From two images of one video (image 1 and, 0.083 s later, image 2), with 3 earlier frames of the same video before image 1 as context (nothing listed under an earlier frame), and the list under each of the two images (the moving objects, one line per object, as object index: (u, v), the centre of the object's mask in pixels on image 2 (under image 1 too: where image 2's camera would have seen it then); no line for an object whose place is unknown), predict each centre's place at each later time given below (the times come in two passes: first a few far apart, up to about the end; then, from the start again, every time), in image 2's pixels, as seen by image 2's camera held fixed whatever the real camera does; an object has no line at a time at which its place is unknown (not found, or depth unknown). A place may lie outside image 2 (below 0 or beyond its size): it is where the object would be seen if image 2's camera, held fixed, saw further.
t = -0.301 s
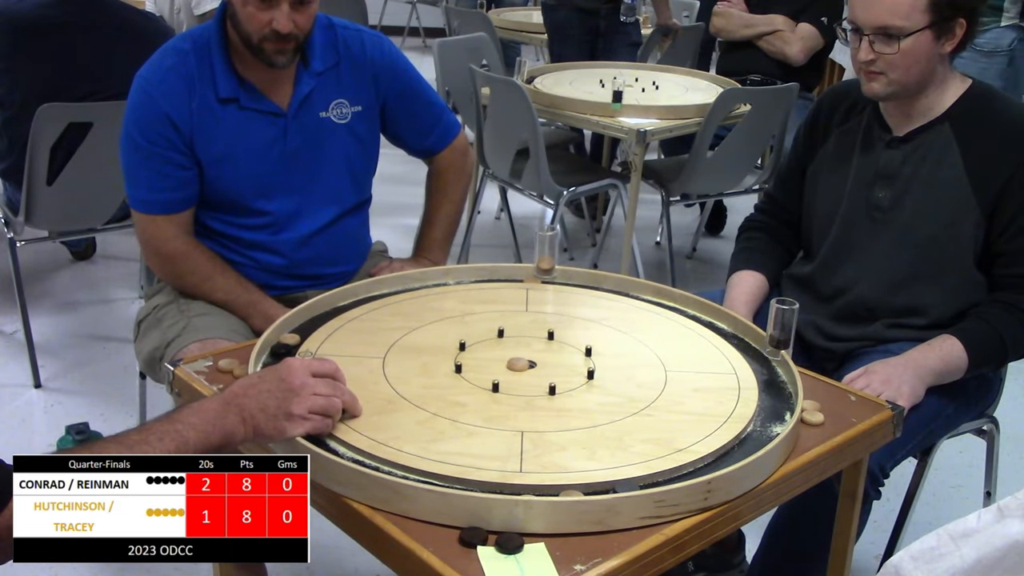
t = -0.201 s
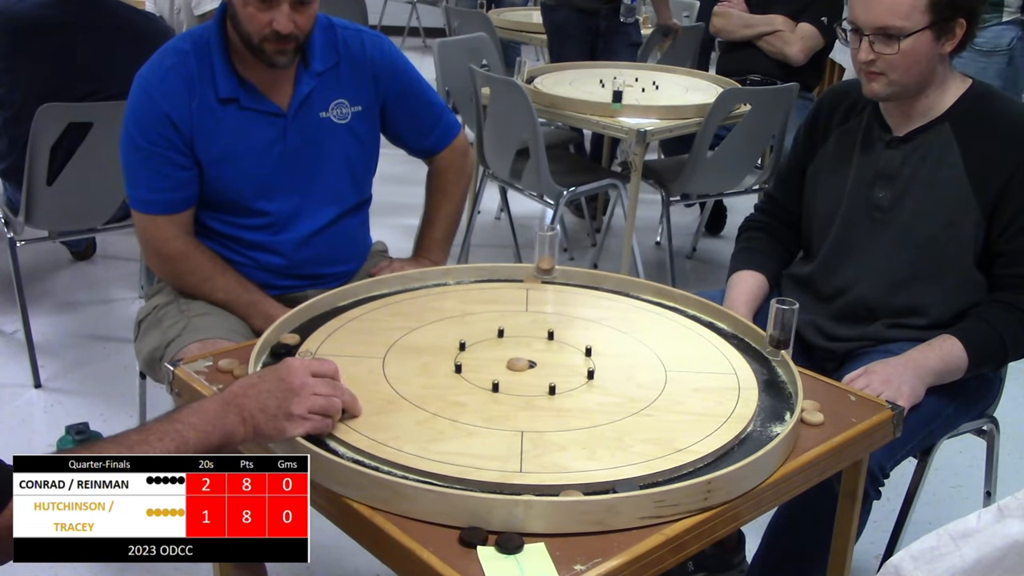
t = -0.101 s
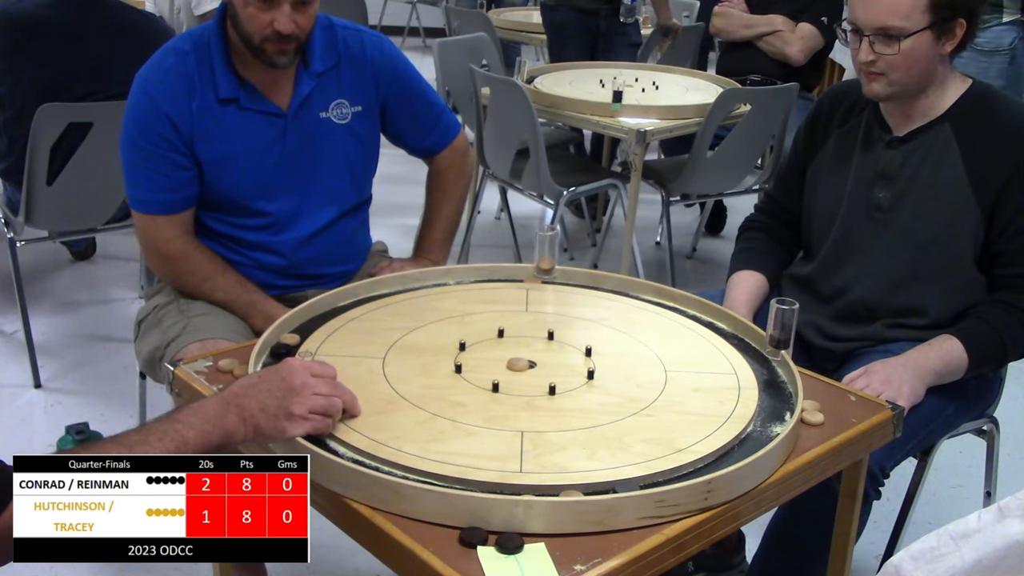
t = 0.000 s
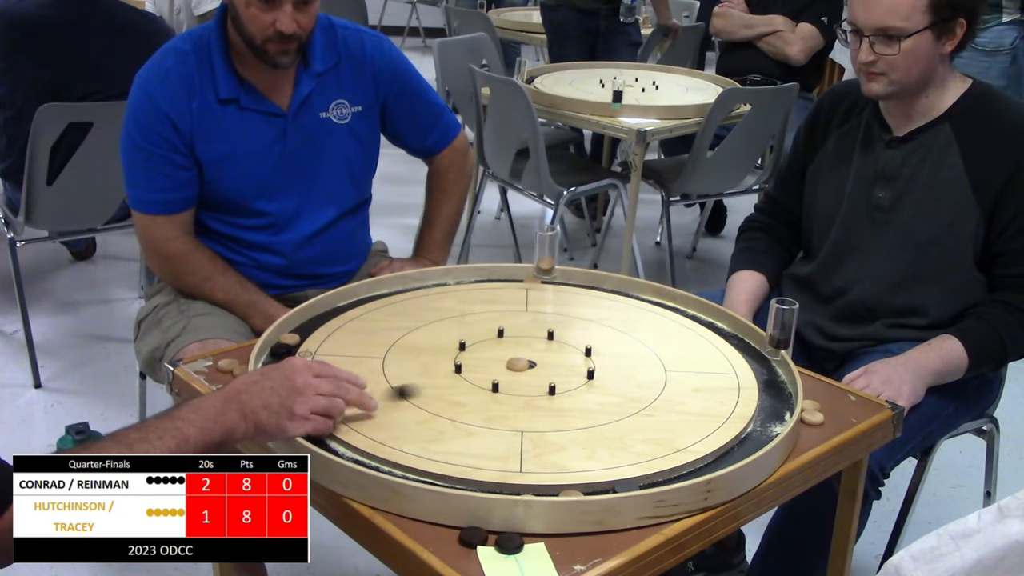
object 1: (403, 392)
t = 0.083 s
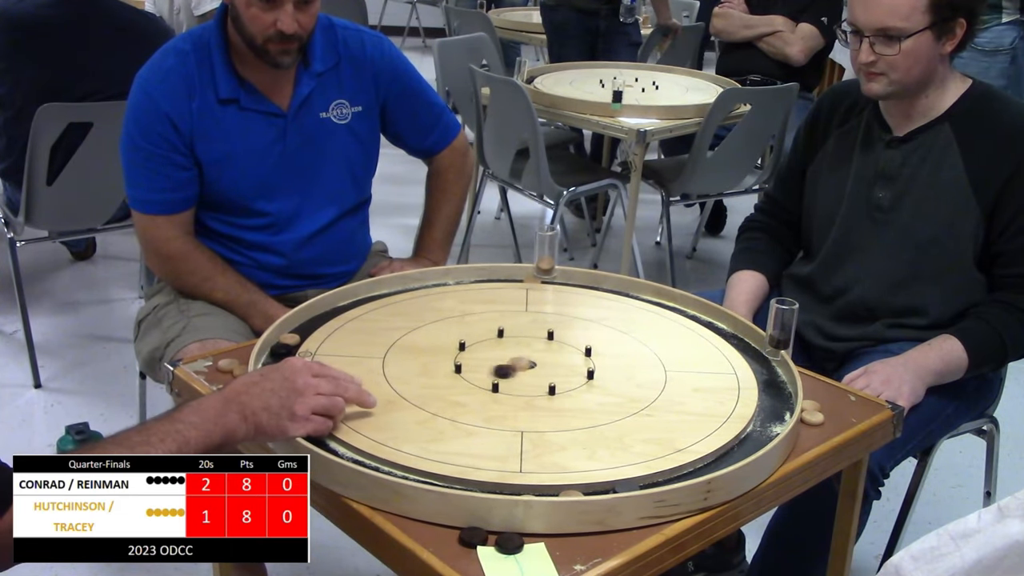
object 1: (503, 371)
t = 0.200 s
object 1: (541, 378)
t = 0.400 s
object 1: (583, 386)
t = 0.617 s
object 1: (597, 389)
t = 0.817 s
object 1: (597, 389)
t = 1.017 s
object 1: (597, 389)
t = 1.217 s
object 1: (597, 389)
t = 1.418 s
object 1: (597, 389)
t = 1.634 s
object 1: (597, 389)
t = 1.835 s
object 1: (597, 389)
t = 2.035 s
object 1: (597, 389)
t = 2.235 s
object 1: (597, 389)
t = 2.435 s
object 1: (597, 389)
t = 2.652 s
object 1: (597, 389)
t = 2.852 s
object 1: (597, 389)
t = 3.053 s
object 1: (597, 389)
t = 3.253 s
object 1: (597, 389)
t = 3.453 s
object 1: (597, 389)
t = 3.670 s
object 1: (597, 389)
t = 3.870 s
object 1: (597, 389)
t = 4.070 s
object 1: (597, 389)
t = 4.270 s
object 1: (597, 389)
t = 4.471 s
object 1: (597, 389)
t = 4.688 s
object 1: (597, 389)
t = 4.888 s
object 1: (597, 389)
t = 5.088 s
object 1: (597, 389)
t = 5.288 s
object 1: (597, 389)
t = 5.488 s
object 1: (597, 389)
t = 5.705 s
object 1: (597, 389)
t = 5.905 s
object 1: (597, 389)
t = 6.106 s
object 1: (597, 389)
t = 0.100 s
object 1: (509, 372)
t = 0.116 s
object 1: (515, 373)
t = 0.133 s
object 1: (521, 374)
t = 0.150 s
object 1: (526, 375)
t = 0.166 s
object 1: (531, 376)
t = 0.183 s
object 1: (536, 377)
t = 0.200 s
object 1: (541, 378)
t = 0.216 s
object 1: (545, 379)
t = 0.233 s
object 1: (550, 379)
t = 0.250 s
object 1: (555, 380)
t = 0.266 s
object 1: (559, 381)
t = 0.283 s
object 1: (563, 382)
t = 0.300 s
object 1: (566, 383)
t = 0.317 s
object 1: (569, 384)
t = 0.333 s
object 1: (572, 384)
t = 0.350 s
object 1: (575, 385)
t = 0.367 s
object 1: (578, 385)
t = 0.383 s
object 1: (580, 386)
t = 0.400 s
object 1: (583, 386)
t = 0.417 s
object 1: (585, 387)
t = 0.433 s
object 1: (587, 387)
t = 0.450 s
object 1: (589, 387)
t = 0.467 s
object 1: (591, 388)
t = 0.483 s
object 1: (592, 388)
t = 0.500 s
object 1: (593, 388)
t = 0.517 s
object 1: (594, 388)
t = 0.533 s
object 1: (595, 389)
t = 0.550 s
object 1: (596, 389)
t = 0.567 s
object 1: (596, 389)
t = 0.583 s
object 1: (596, 389)
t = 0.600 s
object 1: (597, 389)
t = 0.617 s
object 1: (597, 389)
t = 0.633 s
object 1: (597, 389)
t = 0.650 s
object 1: (597, 389)
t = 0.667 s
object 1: (597, 389)
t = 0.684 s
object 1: (597, 389)
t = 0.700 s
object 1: (597, 389)
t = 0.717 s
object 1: (597, 389)
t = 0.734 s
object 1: (597, 389)
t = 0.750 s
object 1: (597, 389)
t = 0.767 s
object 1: (597, 389)
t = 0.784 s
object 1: (597, 389)
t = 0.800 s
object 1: (597, 389)
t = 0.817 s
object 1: (597, 389)
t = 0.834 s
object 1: (597, 389)
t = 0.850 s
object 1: (597, 389)
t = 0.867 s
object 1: (597, 389)
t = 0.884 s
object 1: (597, 389)
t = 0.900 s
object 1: (597, 389)
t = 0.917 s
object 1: (597, 389)
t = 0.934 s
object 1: (597, 389)
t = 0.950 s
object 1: (597, 389)
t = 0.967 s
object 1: (597, 389)
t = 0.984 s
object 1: (597, 389)
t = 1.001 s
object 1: (597, 389)
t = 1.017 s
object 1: (597, 389)
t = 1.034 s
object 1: (597, 389)
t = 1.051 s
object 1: (597, 389)
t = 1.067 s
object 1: (597, 389)
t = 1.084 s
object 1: (597, 389)
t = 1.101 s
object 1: (597, 389)
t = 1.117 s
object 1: (597, 389)
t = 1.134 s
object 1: (597, 389)
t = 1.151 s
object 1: (597, 389)
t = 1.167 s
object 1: (597, 389)
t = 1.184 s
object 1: (597, 389)
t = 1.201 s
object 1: (597, 389)
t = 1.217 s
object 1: (597, 389)
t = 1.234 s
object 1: (597, 389)
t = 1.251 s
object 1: (597, 389)
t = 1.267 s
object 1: (597, 389)
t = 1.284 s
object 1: (597, 389)
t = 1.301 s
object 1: (597, 389)
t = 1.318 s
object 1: (597, 389)
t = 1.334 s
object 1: (597, 389)
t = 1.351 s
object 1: (597, 389)
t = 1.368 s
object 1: (597, 389)
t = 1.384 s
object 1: (597, 389)
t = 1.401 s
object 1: (597, 389)
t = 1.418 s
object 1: (597, 389)
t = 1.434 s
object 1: (597, 389)
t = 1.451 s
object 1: (597, 389)
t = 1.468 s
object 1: (597, 389)
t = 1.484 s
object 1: (597, 389)
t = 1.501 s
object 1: (597, 389)
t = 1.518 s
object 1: (597, 389)
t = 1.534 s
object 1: (597, 389)
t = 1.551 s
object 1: (597, 389)
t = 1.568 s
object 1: (597, 389)
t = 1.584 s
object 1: (597, 389)
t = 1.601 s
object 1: (597, 389)
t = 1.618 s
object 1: (597, 389)
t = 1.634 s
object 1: (597, 389)
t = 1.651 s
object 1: (597, 389)
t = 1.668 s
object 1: (597, 389)
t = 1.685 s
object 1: (597, 389)
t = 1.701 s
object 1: (597, 389)
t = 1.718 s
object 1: (597, 389)
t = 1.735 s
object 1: (597, 389)
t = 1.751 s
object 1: (597, 389)
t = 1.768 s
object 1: (597, 389)
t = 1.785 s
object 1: (597, 389)
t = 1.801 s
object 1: (597, 389)
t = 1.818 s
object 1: (597, 389)
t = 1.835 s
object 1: (597, 389)
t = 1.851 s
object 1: (597, 389)
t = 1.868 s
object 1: (597, 389)
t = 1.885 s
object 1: (597, 389)
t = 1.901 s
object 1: (597, 389)
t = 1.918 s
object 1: (597, 389)
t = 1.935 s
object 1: (597, 389)
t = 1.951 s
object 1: (597, 389)
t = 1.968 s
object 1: (597, 389)
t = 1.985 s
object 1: (597, 389)
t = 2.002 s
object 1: (597, 389)
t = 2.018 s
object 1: (597, 389)
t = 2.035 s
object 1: (597, 389)
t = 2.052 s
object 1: (597, 389)
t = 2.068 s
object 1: (597, 389)
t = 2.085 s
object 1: (597, 389)
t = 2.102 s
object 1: (597, 389)
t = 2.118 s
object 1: (597, 389)
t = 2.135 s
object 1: (597, 389)
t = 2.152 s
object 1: (597, 389)
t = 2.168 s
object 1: (597, 389)
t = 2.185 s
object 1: (597, 389)
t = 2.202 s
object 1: (597, 389)
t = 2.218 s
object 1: (597, 389)
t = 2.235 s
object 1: (597, 389)
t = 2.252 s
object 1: (597, 389)
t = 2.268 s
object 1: (597, 389)
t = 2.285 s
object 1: (597, 389)
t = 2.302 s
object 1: (597, 389)
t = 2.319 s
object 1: (597, 389)
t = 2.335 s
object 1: (597, 389)
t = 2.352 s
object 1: (597, 389)
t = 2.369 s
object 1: (597, 389)
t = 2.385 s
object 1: (597, 389)
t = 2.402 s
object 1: (597, 389)
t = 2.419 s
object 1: (597, 389)
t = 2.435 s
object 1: (597, 389)
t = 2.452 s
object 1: (597, 389)
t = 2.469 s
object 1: (597, 389)
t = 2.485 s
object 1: (597, 389)
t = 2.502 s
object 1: (597, 389)
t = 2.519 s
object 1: (597, 389)
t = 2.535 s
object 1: (597, 389)
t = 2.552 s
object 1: (597, 389)
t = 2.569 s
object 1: (597, 389)
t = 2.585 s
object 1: (597, 389)
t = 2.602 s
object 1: (597, 389)
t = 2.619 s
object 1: (597, 389)
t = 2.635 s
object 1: (597, 389)
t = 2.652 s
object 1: (597, 389)
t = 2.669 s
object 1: (597, 389)
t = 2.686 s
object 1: (597, 389)
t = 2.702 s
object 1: (597, 389)
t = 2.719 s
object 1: (597, 389)
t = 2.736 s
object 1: (597, 389)
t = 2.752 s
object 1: (597, 389)
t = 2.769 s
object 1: (597, 389)
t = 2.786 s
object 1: (597, 389)
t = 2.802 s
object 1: (597, 389)
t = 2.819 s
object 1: (597, 389)
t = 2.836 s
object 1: (597, 389)
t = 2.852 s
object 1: (597, 389)
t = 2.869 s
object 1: (597, 389)
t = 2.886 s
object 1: (597, 389)
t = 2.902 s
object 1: (597, 389)
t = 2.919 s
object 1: (597, 389)
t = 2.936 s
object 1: (597, 389)
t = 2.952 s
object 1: (597, 389)
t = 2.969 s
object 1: (597, 389)
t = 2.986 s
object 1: (597, 389)
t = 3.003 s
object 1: (597, 389)
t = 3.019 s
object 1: (597, 389)
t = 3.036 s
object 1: (597, 389)
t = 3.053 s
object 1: (597, 389)
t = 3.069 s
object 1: (597, 389)
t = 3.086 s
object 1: (597, 389)
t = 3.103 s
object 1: (597, 389)
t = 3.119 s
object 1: (597, 389)
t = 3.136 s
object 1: (597, 389)
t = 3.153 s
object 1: (597, 389)
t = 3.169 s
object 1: (597, 389)
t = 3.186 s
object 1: (597, 389)
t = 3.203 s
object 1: (597, 389)
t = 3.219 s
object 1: (597, 389)
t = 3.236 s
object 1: (597, 389)
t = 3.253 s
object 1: (597, 389)
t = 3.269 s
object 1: (597, 389)
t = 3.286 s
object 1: (597, 389)
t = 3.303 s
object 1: (597, 389)
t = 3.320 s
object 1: (597, 389)
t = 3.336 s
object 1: (597, 389)
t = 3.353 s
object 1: (597, 389)
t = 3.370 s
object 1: (597, 389)
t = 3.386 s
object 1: (597, 389)
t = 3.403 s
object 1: (597, 389)
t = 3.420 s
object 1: (597, 389)
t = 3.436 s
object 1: (597, 389)
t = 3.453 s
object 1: (597, 389)
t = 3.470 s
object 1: (597, 389)
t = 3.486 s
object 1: (597, 389)
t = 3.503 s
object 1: (597, 389)
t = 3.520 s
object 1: (597, 389)
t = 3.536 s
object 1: (597, 389)
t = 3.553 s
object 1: (597, 389)
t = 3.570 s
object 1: (597, 389)
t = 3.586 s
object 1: (597, 389)
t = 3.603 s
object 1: (597, 389)
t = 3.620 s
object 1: (597, 389)
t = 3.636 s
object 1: (597, 389)
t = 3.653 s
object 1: (597, 389)
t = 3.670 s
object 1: (597, 389)
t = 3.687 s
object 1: (597, 389)
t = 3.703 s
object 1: (597, 389)
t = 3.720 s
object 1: (597, 389)
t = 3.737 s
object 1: (597, 389)
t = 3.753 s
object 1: (597, 389)
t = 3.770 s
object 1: (597, 389)
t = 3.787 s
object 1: (597, 389)
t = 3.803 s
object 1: (597, 389)
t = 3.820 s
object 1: (597, 389)
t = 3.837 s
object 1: (597, 389)
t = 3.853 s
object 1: (597, 389)
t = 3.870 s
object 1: (597, 389)
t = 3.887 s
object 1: (597, 389)
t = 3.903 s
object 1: (597, 389)
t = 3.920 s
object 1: (597, 389)
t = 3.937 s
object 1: (597, 389)
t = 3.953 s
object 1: (597, 389)
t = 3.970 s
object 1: (597, 389)
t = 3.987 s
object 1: (597, 389)
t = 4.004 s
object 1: (597, 389)
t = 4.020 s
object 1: (597, 389)
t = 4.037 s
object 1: (597, 389)
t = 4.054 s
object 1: (597, 389)
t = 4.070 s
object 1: (597, 389)
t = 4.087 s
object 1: (597, 389)
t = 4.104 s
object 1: (597, 389)
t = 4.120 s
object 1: (597, 389)
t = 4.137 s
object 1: (597, 389)
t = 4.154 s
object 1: (597, 389)
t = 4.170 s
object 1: (597, 389)
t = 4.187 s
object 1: (597, 389)
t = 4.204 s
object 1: (597, 389)
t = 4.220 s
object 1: (597, 389)
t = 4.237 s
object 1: (597, 389)
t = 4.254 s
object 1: (597, 389)
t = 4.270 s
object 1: (597, 389)
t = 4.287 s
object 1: (597, 389)
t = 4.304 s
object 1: (597, 389)
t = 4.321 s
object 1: (597, 389)
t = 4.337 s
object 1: (597, 389)
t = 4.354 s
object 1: (597, 389)
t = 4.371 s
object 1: (597, 389)
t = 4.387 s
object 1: (597, 389)
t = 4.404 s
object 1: (597, 389)
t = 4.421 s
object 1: (597, 389)
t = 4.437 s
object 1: (597, 389)
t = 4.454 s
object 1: (597, 389)
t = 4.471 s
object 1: (597, 389)
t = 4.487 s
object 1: (597, 389)
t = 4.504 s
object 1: (597, 389)
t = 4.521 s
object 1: (597, 389)
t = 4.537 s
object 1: (597, 389)
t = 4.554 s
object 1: (597, 389)
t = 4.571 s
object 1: (597, 389)
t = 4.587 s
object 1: (597, 389)
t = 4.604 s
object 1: (597, 389)
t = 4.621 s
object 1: (597, 389)
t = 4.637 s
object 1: (597, 389)
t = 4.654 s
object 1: (597, 389)
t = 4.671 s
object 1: (597, 389)
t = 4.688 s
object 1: (597, 389)
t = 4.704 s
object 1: (597, 389)
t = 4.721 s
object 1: (597, 389)
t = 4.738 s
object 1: (597, 389)
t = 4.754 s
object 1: (597, 389)
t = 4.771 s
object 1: (597, 389)
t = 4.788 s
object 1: (597, 389)
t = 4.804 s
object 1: (597, 389)
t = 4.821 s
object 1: (597, 389)
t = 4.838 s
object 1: (597, 389)
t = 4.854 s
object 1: (597, 389)
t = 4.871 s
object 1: (597, 389)
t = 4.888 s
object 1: (597, 389)
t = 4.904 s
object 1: (597, 389)
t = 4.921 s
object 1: (597, 389)
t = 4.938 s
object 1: (597, 389)
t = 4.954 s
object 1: (597, 389)
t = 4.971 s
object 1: (597, 389)
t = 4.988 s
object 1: (597, 389)
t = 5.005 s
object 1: (597, 389)
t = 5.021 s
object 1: (597, 389)
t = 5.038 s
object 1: (597, 389)
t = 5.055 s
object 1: (597, 389)
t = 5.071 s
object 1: (597, 389)
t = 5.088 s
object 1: (597, 389)
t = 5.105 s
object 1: (597, 389)
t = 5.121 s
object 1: (597, 389)
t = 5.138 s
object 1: (597, 389)
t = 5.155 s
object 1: (597, 389)
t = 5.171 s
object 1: (597, 389)
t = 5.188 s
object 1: (597, 389)
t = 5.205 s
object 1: (597, 389)
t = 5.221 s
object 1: (597, 389)
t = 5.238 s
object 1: (597, 389)
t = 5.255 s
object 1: (597, 389)
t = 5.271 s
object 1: (597, 389)
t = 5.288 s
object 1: (597, 389)
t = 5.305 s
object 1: (597, 389)
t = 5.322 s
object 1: (597, 389)
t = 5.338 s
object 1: (597, 389)
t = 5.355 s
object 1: (597, 389)
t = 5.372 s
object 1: (597, 389)
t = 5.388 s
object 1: (597, 389)
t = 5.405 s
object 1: (597, 389)
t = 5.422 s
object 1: (597, 389)
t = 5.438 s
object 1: (597, 389)
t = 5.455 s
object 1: (597, 389)
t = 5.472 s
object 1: (597, 389)
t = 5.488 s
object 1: (597, 389)
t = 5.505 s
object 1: (597, 389)
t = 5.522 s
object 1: (597, 389)
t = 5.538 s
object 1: (597, 389)
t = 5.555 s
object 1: (597, 389)
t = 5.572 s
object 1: (597, 389)
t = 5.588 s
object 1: (597, 389)
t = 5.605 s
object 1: (597, 389)
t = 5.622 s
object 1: (597, 389)
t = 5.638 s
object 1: (597, 389)
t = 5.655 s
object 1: (597, 389)
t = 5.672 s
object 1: (597, 389)
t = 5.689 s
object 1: (597, 389)
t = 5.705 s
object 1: (597, 389)
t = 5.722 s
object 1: (597, 389)
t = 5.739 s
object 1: (597, 389)
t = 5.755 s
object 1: (597, 389)
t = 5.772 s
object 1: (597, 389)
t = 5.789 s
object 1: (597, 389)
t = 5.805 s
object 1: (597, 389)
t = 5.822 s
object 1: (597, 389)
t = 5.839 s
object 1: (597, 389)
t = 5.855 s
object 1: (597, 389)
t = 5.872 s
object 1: (597, 389)
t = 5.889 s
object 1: (597, 389)
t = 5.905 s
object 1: (597, 389)
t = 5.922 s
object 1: (597, 389)
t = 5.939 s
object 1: (597, 389)
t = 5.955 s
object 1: (597, 389)
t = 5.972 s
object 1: (597, 389)
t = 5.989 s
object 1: (597, 389)
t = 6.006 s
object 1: (597, 389)
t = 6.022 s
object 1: (597, 389)
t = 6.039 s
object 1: (597, 389)
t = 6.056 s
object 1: (597, 389)
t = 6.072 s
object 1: (597, 389)
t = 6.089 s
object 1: (597, 389)
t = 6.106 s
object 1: (597, 389)
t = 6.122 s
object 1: (597, 389)
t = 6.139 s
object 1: (597, 389)
